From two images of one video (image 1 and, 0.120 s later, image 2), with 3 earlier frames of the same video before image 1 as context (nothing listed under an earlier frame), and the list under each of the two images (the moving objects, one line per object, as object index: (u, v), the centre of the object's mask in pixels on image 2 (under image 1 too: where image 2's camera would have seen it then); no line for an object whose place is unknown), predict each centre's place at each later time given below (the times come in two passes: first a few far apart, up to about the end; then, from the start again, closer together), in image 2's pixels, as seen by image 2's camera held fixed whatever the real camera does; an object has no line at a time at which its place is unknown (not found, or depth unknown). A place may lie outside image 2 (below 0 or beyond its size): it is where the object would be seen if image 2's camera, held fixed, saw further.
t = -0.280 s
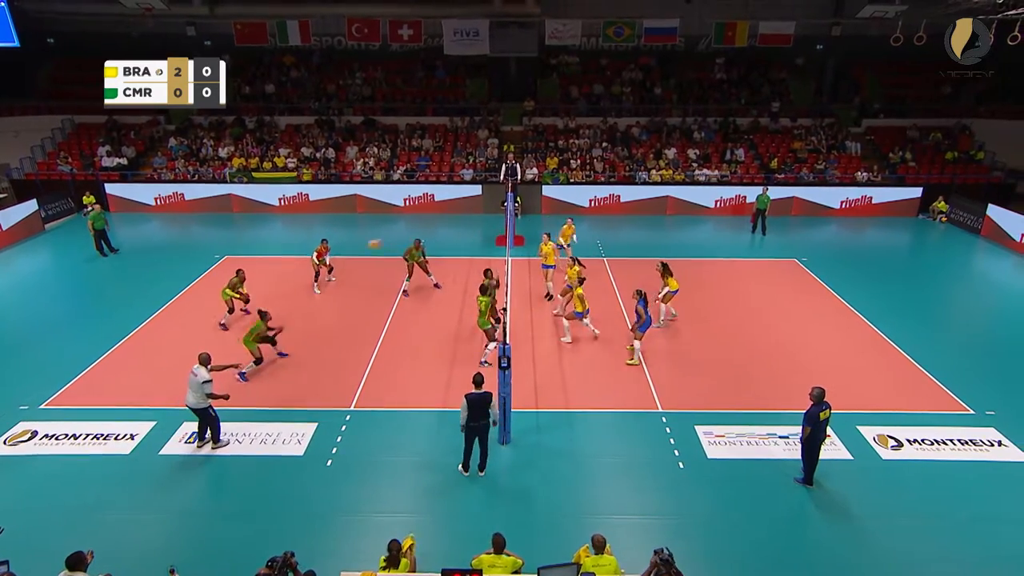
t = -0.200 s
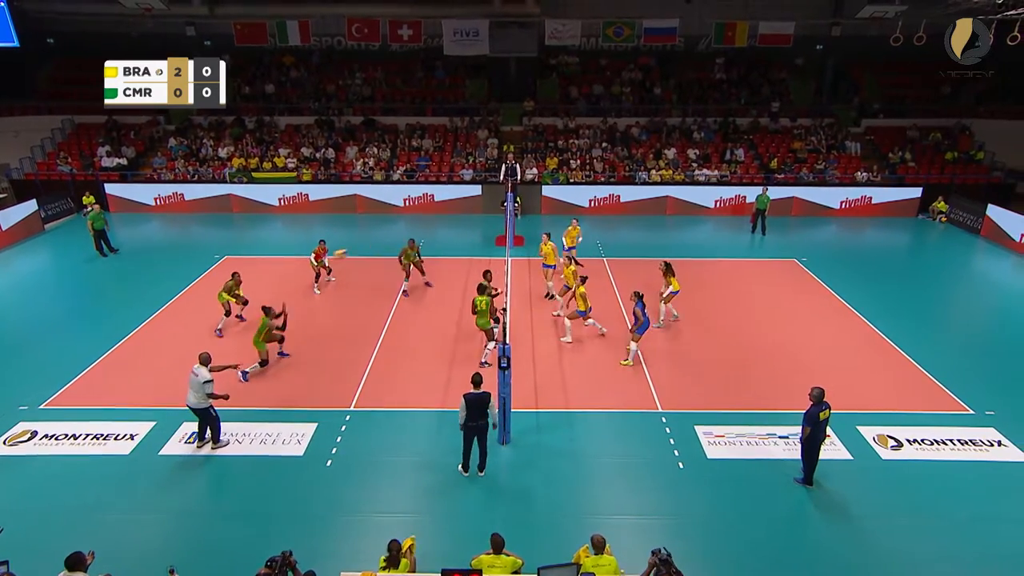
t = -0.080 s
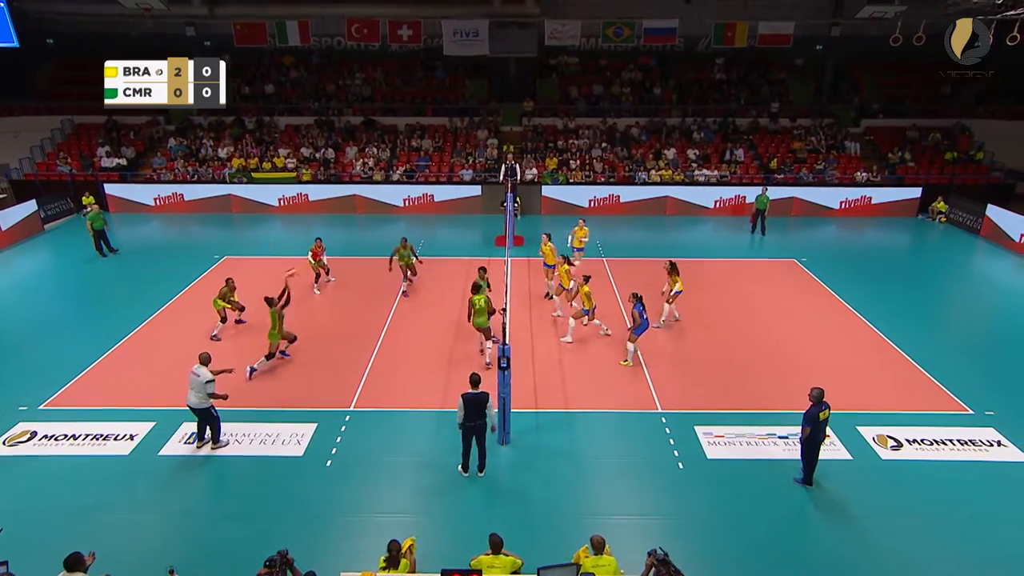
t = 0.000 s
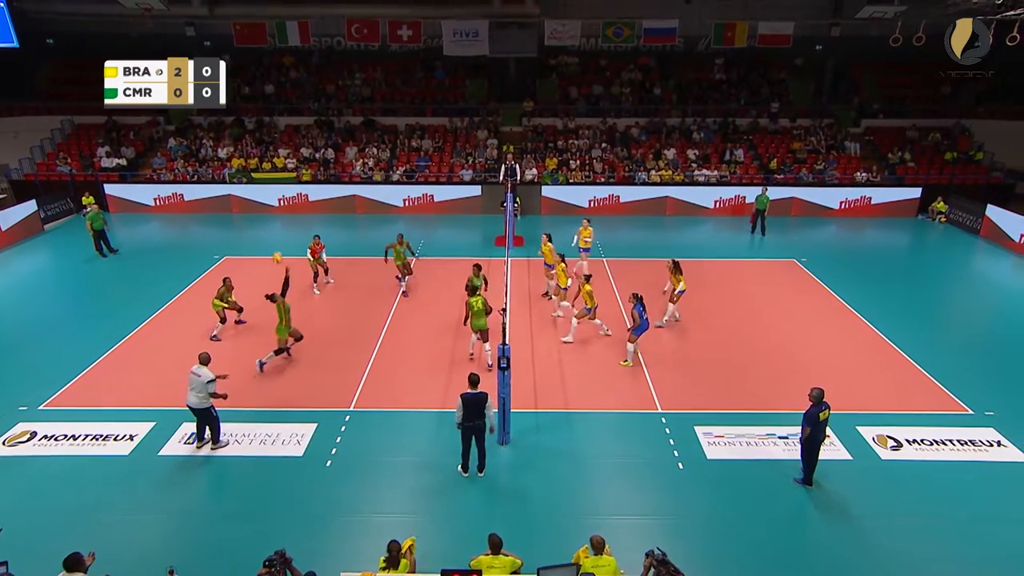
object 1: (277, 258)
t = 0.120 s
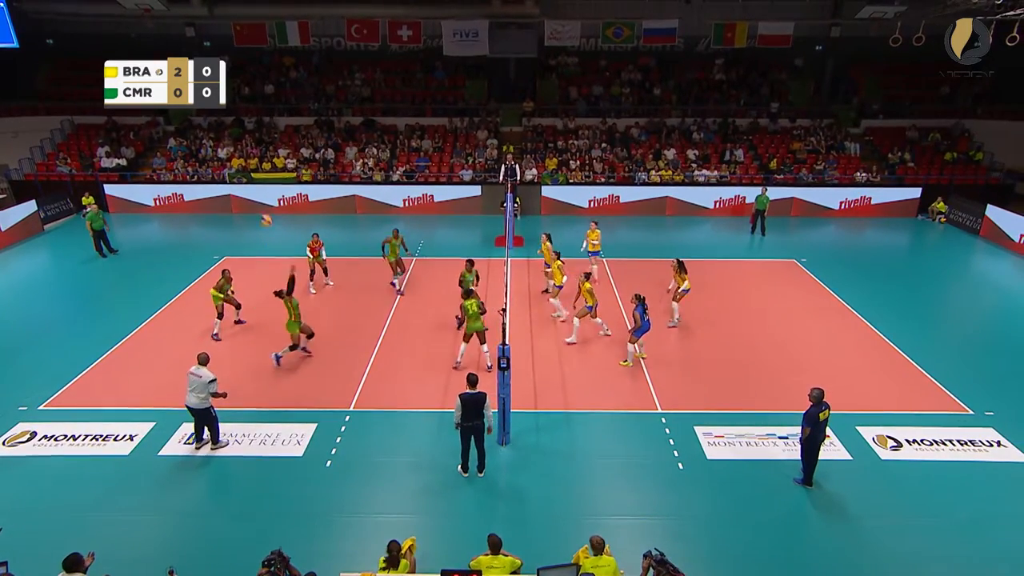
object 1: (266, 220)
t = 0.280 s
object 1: (251, 179)
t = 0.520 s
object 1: (231, 138)
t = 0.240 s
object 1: (255, 188)
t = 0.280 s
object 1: (251, 179)
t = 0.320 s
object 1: (248, 170)
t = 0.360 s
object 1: (244, 162)
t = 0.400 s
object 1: (241, 155)
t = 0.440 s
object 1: (238, 148)
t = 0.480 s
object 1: (235, 143)
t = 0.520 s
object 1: (231, 138)
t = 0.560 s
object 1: (228, 134)
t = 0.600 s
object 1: (225, 130)
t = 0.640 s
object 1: (222, 128)
